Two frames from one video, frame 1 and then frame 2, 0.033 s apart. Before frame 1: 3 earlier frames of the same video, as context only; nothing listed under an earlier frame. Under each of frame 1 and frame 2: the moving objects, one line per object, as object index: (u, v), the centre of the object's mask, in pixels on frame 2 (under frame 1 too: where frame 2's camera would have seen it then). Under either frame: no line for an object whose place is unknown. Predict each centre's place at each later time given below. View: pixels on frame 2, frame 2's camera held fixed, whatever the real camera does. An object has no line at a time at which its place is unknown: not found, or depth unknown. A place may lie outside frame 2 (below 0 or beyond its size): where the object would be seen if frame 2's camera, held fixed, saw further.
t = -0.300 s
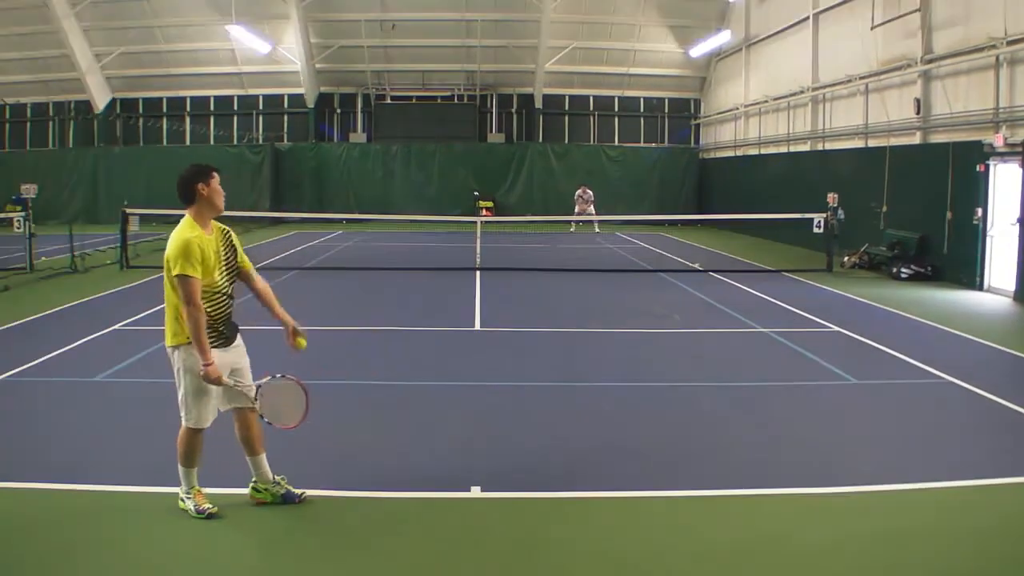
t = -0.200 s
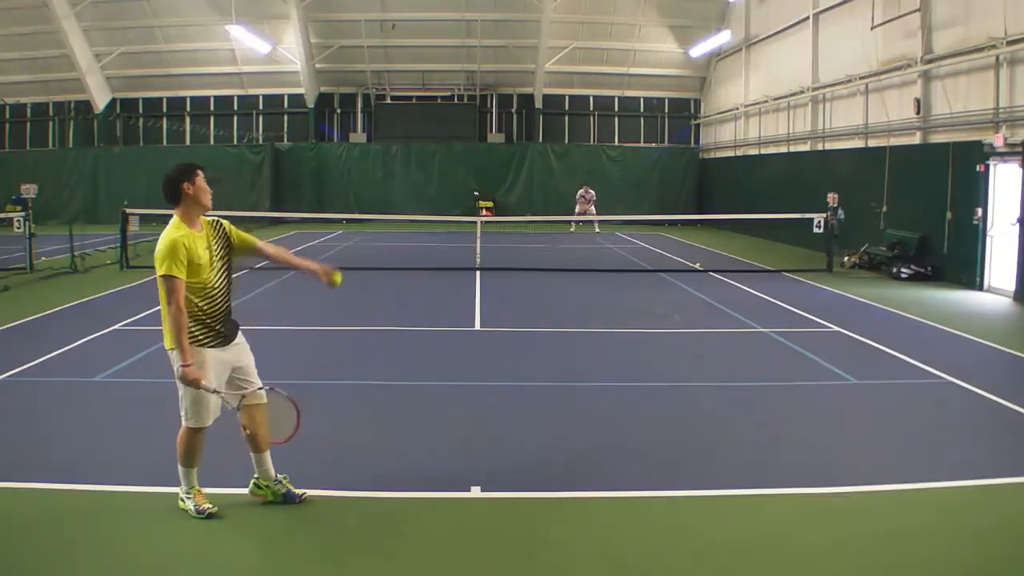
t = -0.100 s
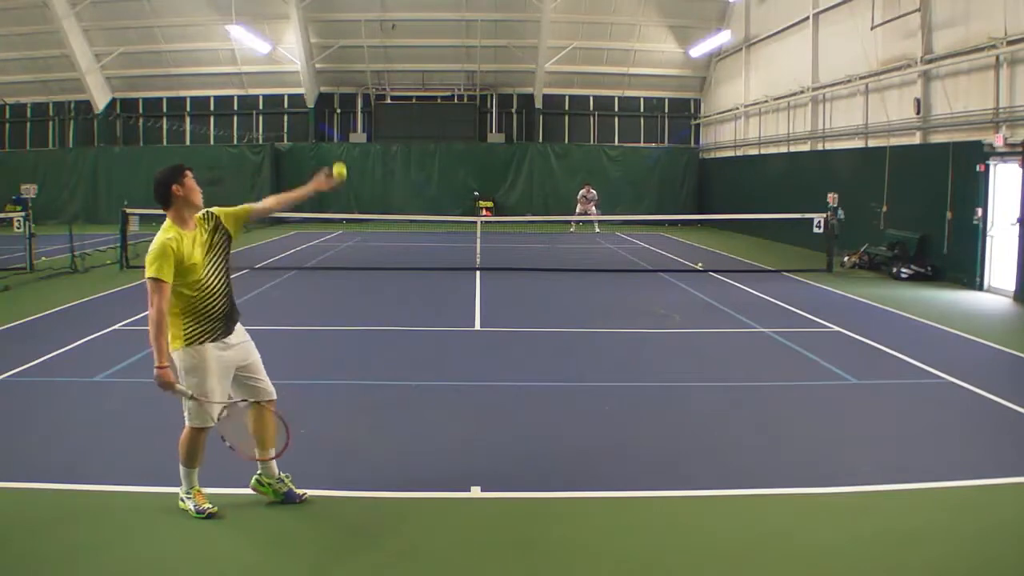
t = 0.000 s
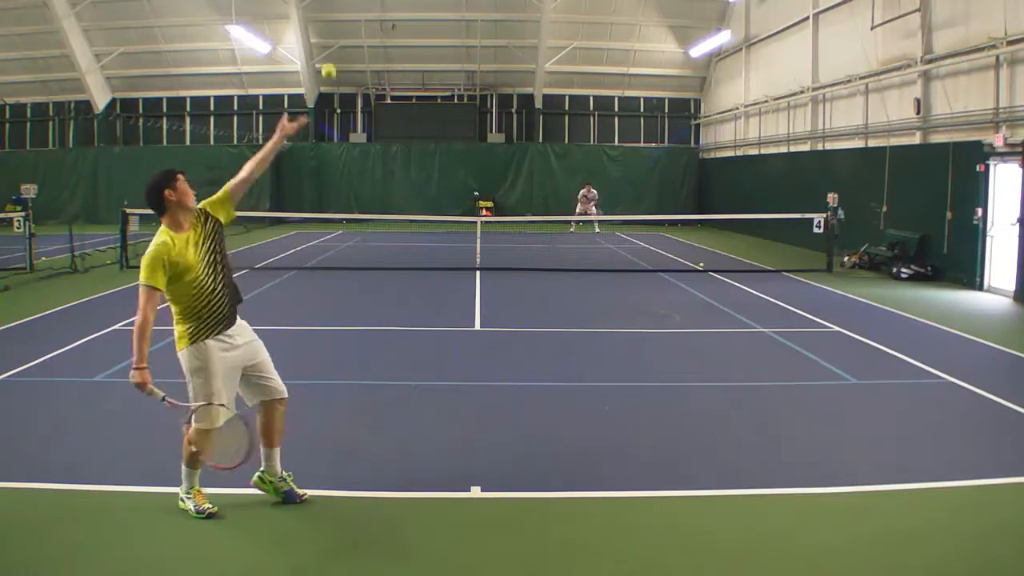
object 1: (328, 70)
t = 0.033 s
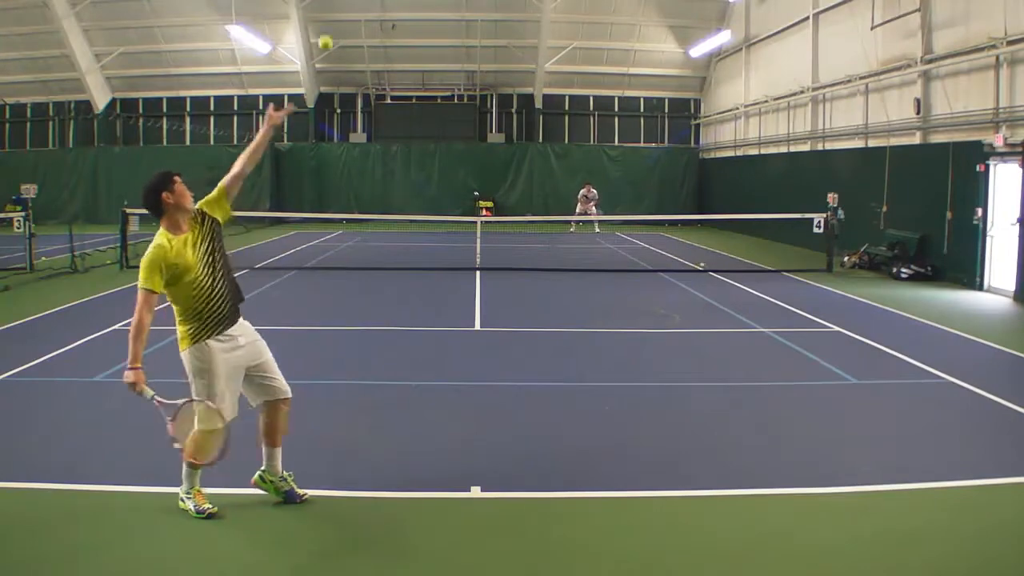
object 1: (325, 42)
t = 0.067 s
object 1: (322, 16)
